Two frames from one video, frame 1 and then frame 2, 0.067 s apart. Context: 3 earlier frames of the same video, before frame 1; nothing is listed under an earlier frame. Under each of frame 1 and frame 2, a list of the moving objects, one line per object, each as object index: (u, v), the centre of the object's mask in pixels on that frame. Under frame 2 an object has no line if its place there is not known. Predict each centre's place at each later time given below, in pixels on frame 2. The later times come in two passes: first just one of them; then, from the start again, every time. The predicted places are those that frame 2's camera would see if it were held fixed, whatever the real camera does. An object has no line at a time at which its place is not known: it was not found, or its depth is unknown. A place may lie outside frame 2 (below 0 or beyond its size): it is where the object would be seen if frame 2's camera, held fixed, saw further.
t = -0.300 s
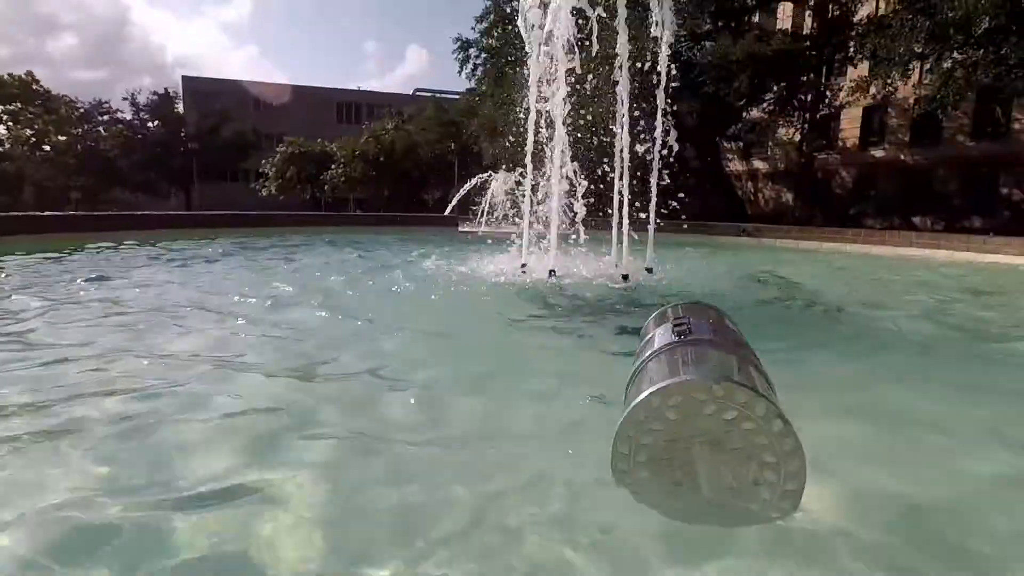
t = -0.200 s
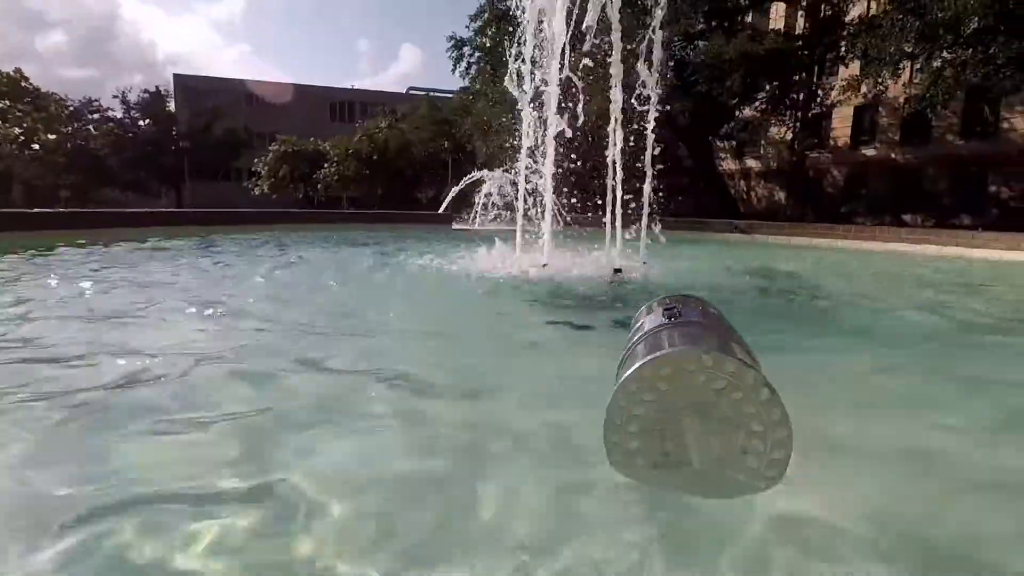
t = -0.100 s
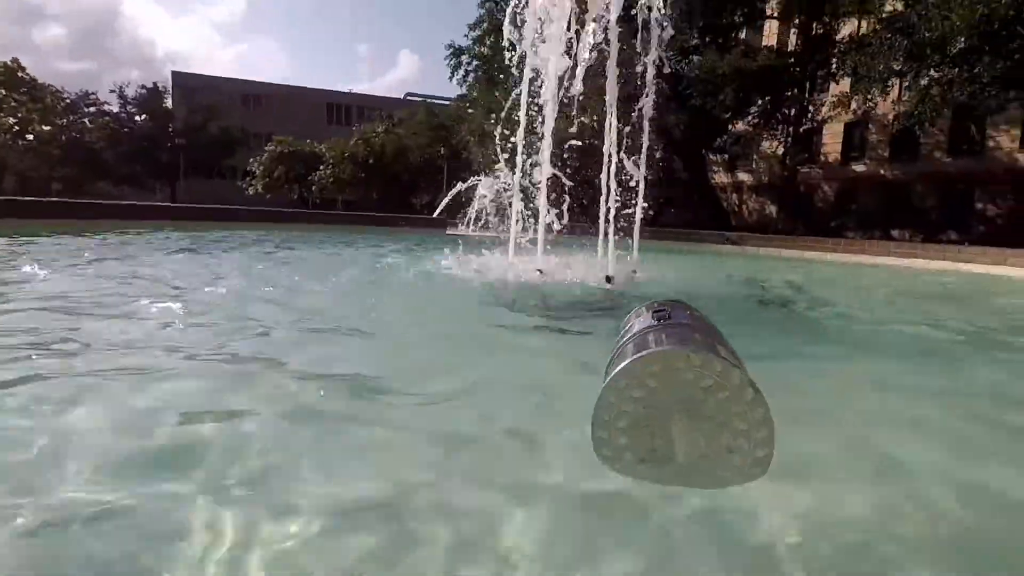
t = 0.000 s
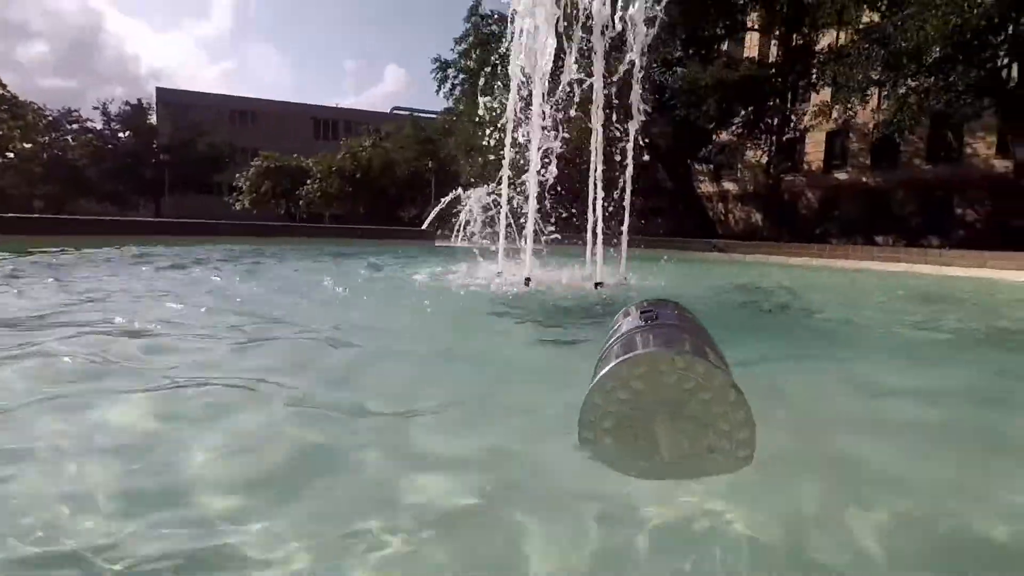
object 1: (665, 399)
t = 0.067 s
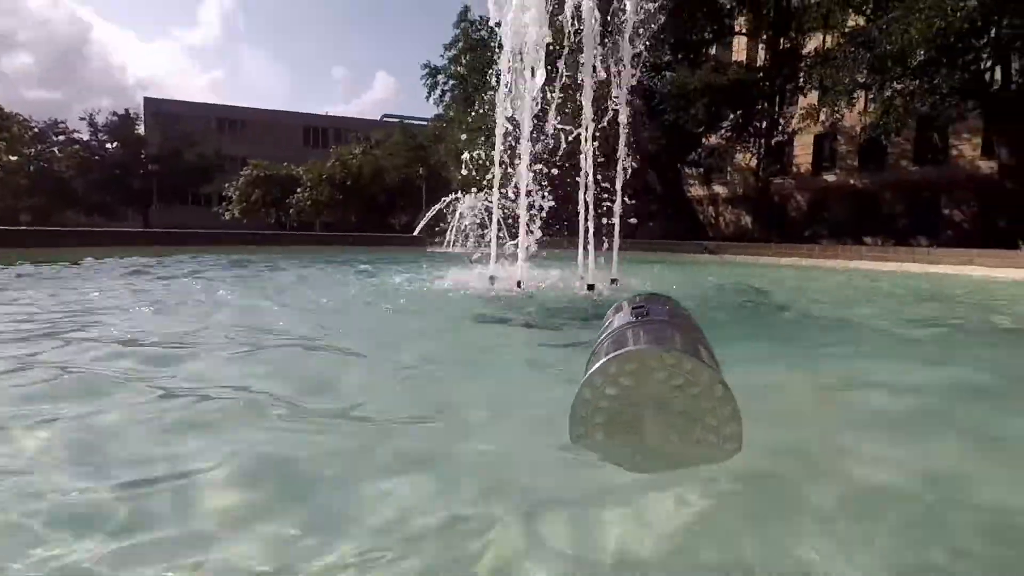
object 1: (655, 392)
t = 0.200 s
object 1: (647, 381)
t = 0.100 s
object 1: (651, 389)
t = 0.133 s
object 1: (649, 386)
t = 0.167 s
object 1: (650, 383)
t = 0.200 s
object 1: (647, 381)
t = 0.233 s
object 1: (643, 379)
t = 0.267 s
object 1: (640, 375)
